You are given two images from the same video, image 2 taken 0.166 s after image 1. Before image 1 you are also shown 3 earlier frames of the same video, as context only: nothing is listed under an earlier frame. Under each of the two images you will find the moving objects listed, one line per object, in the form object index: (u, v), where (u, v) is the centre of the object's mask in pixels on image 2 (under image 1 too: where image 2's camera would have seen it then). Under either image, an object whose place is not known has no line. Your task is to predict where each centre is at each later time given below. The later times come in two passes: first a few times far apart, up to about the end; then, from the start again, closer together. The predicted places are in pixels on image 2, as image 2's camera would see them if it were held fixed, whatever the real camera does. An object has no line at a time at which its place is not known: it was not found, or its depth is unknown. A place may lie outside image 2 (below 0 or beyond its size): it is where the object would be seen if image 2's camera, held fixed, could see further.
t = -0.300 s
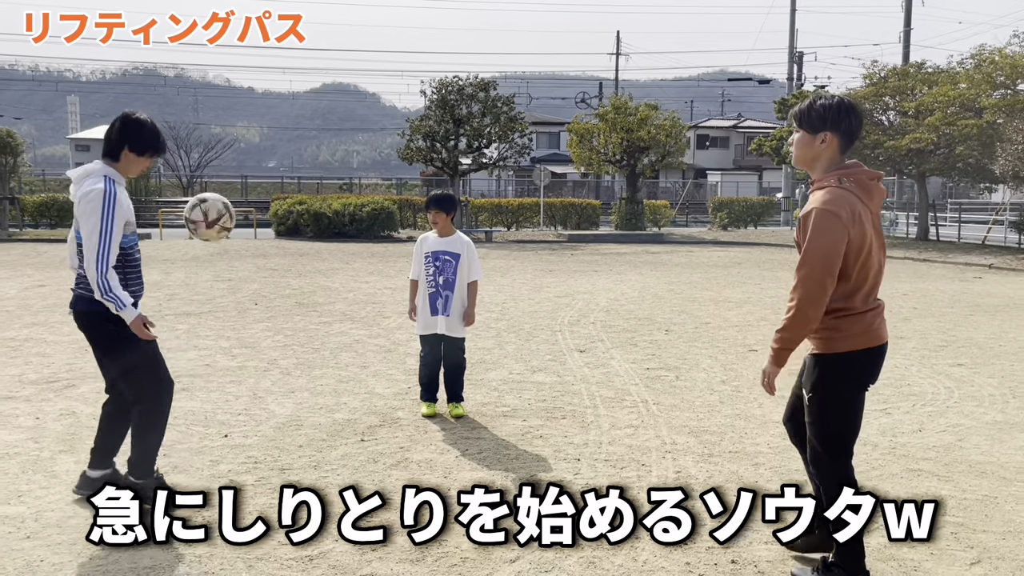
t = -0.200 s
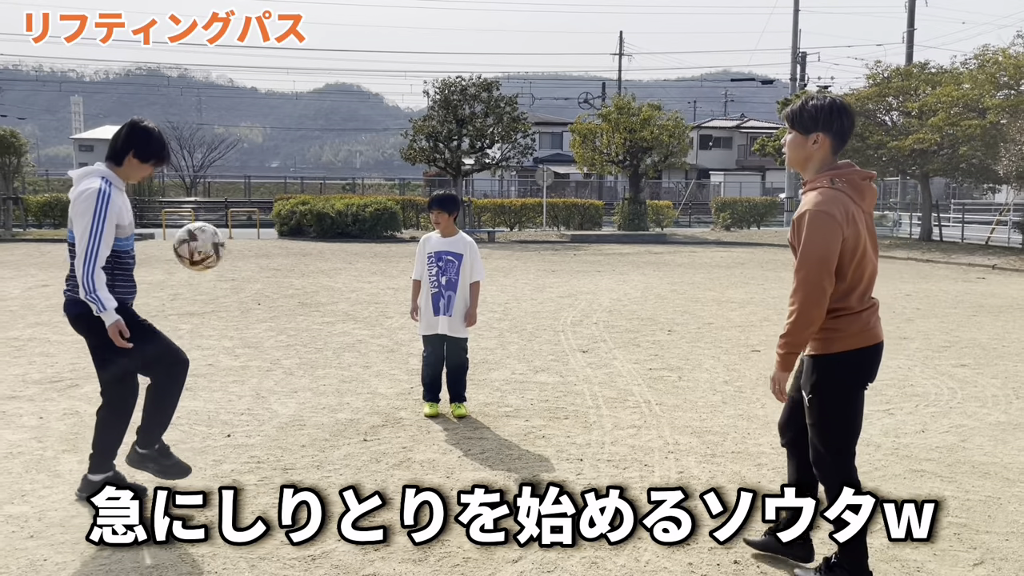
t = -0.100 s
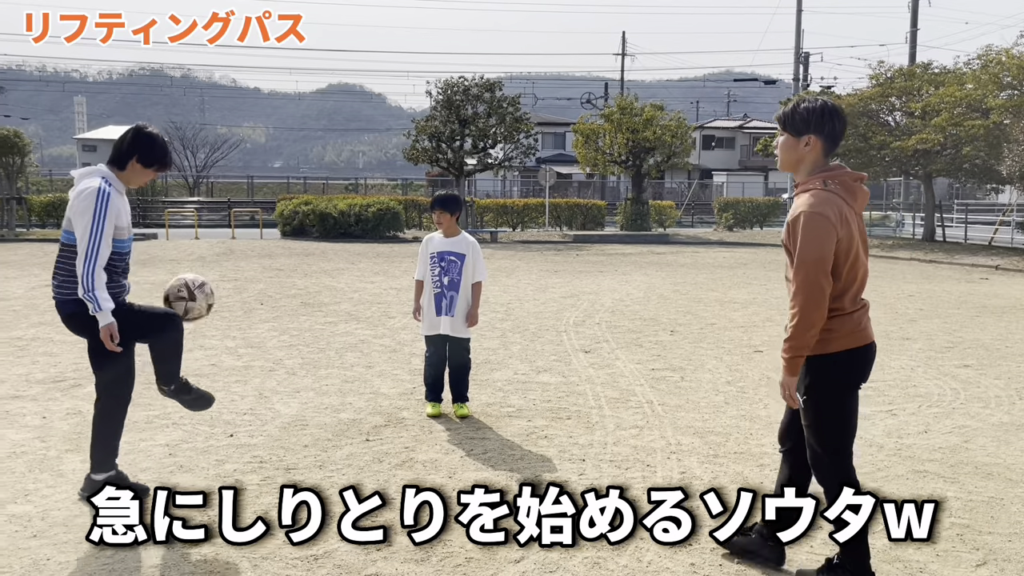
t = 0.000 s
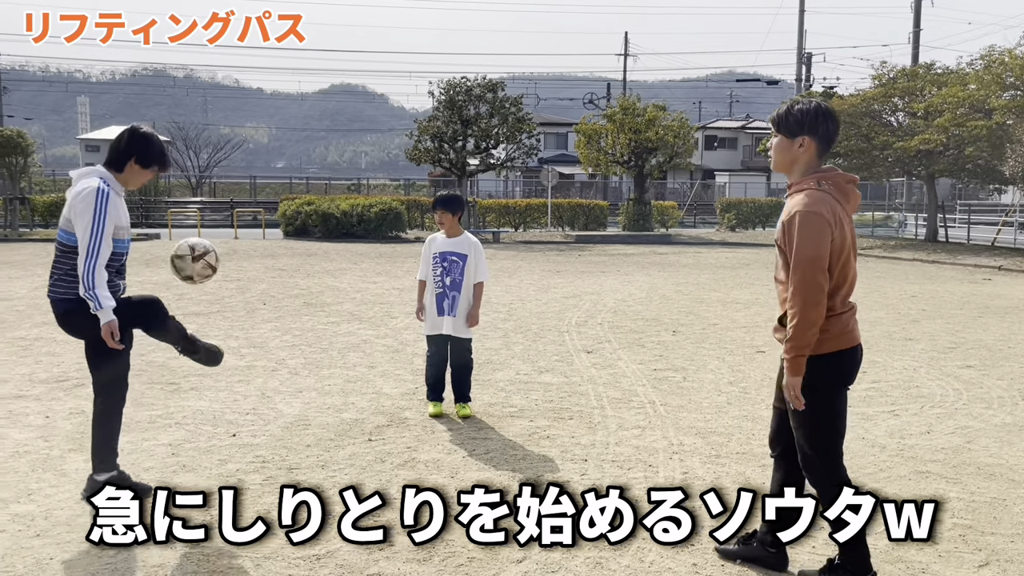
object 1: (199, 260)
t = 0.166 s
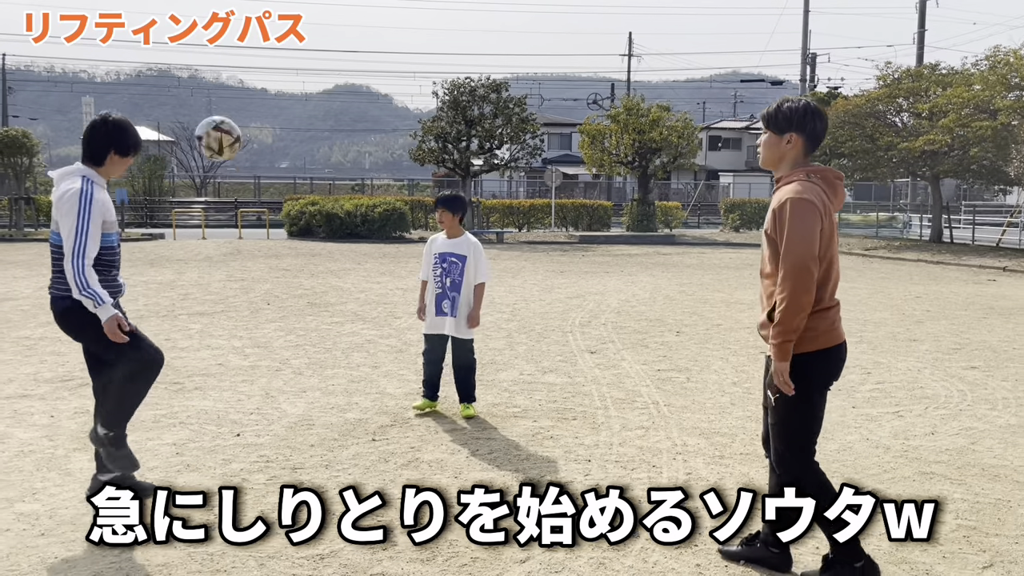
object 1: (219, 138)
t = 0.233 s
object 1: (226, 108)
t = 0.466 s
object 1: (252, 78)
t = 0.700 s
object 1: (276, 138)
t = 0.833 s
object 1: (288, 202)
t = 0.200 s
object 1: (222, 122)
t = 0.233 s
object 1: (226, 108)
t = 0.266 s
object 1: (230, 98)
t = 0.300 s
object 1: (234, 90)
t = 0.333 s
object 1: (238, 83)
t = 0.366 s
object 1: (241, 79)
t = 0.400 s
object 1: (245, 77)
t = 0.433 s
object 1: (248, 77)
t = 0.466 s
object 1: (252, 78)
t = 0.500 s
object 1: (255, 83)
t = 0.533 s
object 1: (259, 89)
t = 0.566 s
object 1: (262, 96)
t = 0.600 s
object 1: (265, 103)
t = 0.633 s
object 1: (269, 113)
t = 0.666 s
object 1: (272, 125)
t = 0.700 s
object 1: (276, 138)
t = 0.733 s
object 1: (278, 152)
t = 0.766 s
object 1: (282, 168)
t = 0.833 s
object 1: (288, 202)
